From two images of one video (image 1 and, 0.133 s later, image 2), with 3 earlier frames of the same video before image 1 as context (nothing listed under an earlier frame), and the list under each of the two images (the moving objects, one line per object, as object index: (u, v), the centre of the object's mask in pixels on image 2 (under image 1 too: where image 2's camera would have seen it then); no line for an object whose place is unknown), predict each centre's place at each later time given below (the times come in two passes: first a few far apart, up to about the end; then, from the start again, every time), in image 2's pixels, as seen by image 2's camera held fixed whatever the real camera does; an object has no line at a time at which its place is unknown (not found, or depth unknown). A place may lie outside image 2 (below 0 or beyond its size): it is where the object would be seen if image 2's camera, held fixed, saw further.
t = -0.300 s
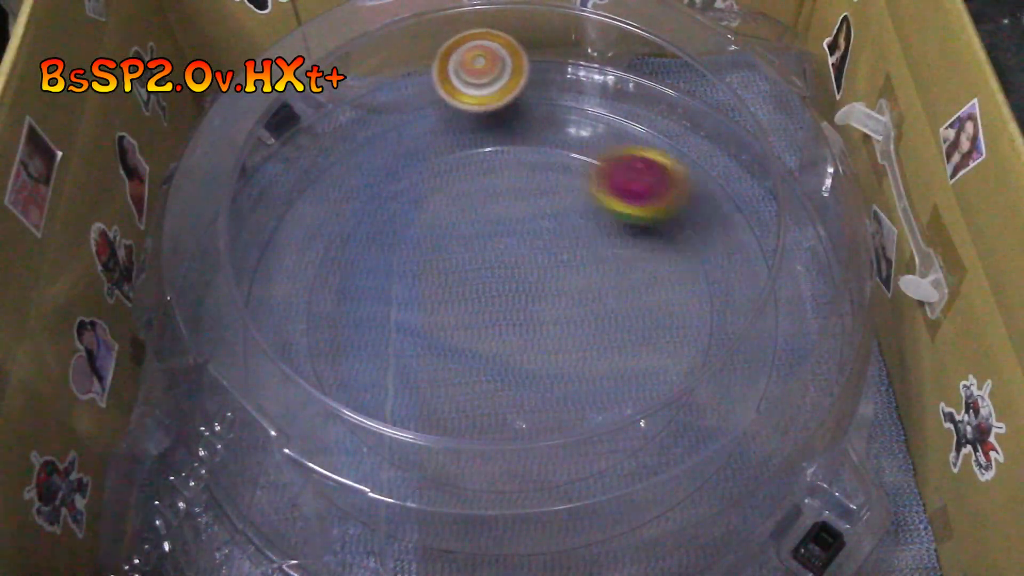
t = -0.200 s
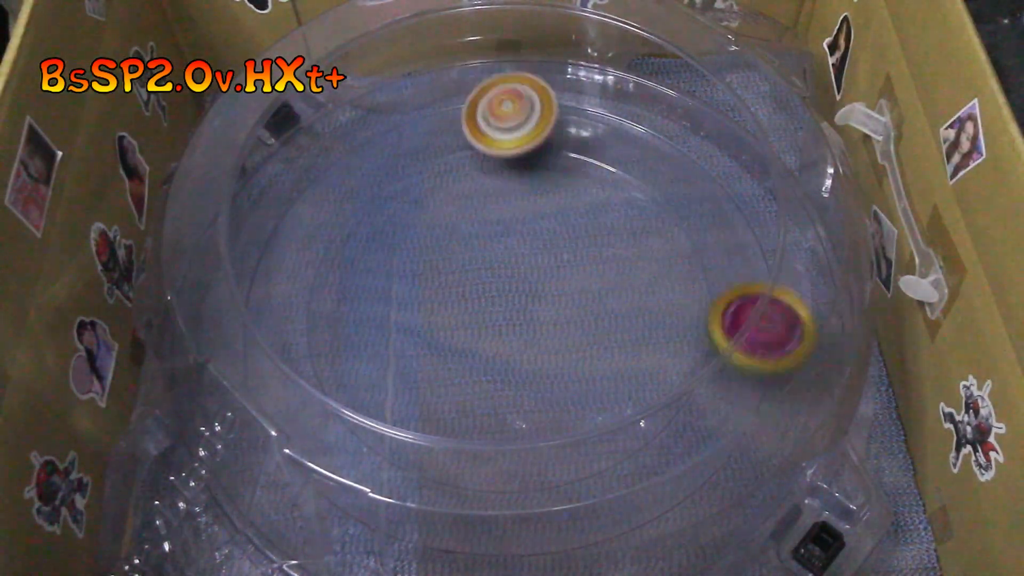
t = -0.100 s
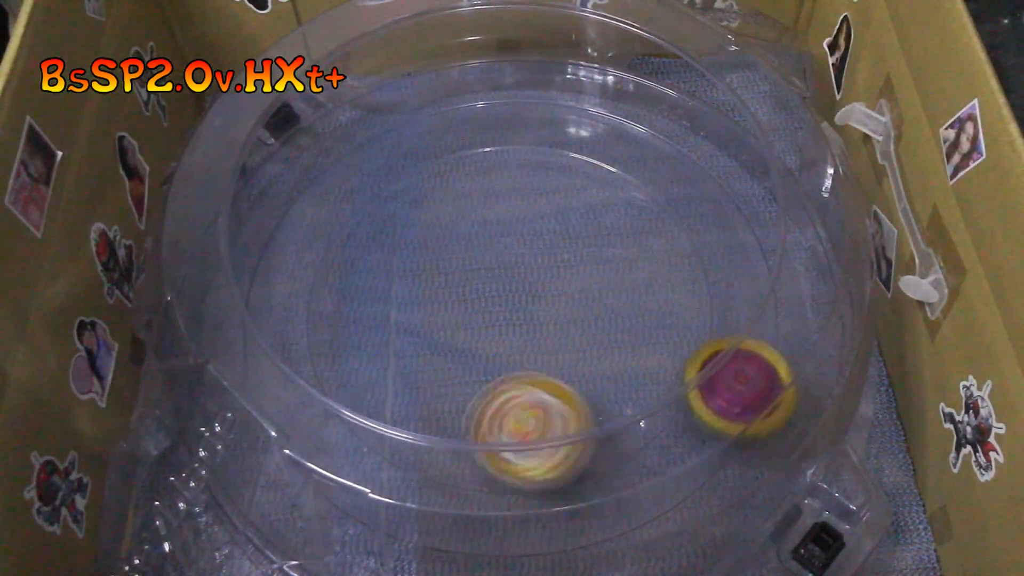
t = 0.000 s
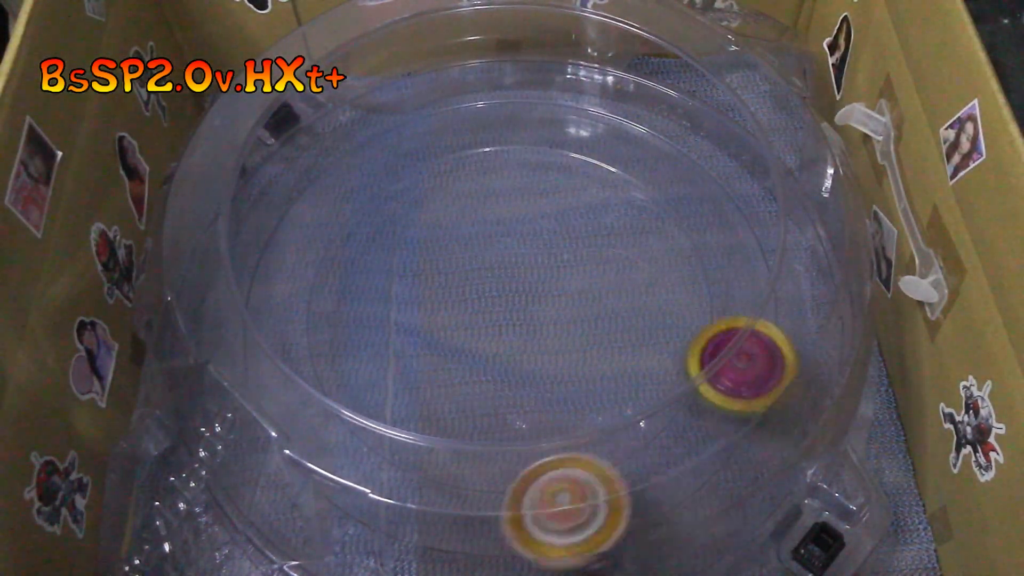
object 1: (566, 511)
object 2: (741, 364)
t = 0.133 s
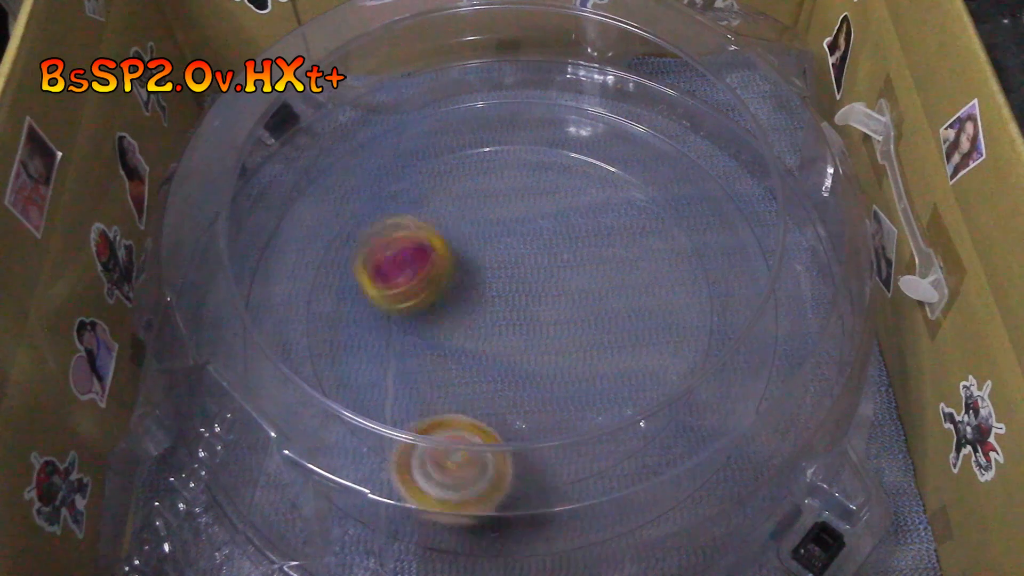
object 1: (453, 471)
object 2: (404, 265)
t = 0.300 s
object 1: (414, 174)
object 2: (525, 92)
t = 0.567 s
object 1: (502, 341)
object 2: (344, 329)
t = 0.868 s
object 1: (491, 286)
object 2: (760, 346)
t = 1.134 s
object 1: (518, 318)
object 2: (426, 221)
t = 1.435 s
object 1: (516, 281)
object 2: (632, 271)
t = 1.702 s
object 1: (427, 260)
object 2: (386, 380)
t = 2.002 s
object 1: (616, 198)
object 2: (518, 320)
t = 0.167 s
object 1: (463, 405)
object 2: (390, 139)
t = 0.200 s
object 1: (500, 331)
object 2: (459, 101)
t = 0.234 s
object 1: (498, 223)
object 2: (508, 97)
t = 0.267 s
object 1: (446, 162)
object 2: (515, 95)
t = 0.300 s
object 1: (414, 174)
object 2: (525, 92)
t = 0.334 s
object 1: (434, 237)
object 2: (523, 97)
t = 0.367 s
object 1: (481, 291)
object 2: (518, 102)
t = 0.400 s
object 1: (560, 302)
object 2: (517, 112)
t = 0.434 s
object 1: (615, 261)
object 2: (519, 126)
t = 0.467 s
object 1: (623, 258)
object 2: (546, 190)
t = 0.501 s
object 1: (633, 320)
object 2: (505, 308)
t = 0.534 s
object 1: (583, 350)
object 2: (395, 367)
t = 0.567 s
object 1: (502, 341)
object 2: (344, 329)
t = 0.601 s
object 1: (450, 311)
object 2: (360, 255)
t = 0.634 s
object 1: (458, 306)
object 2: (512, 217)
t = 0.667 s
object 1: (489, 326)
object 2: (655, 312)
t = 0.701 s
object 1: (501, 338)
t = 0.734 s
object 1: (498, 334)
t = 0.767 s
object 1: (492, 325)
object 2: (333, 250)
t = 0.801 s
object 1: (488, 312)
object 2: (492, 138)
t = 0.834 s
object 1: (488, 300)
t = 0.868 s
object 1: (491, 286)
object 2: (760, 346)
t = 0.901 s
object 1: (497, 278)
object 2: (717, 434)
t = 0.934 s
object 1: (504, 275)
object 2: (686, 460)
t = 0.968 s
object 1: (513, 276)
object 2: (661, 475)
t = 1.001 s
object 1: (521, 281)
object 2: (629, 484)
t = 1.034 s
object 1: (527, 290)
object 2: (584, 485)
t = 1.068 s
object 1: (528, 300)
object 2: (525, 470)
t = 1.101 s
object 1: (526, 310)
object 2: (420, 387)
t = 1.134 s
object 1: (518, 318)
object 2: (426, 221)
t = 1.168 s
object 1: (508, 322)
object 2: (566, 131)
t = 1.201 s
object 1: (497, 323)
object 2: (661, 132)
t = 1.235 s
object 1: (489, 318)
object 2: (680, 143)
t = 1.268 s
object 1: (483, 310)
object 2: (682, 146)
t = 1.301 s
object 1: (483, 300)
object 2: (680, 149)
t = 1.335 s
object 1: (487, 290)
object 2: (678, 155)
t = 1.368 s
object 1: (495, 284)
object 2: (674, 165)
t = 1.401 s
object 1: (505, 281)
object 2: (670, 184)
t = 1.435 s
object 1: (516, 281)
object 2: (632, 271)
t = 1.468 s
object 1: (489, 277)
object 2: (524, 390)
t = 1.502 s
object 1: (500, 295)
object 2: (384, 357)
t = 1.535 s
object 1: (519, 317)
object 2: (391, 244)
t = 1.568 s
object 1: (531, 328)
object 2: (532, 207)
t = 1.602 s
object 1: (522, 336)
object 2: (645, 300)
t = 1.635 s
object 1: (505, 338)
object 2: (583, 405)
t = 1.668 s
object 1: (467, 283)
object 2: (458, 442)
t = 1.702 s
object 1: (427, 260)
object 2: (386, 380)
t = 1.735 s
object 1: (441, 221)
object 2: (420, 308)
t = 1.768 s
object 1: (491, 158)
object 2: (546, 308)
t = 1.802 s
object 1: (524, 111)
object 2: (588, 372)
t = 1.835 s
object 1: (530, 81)
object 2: (553, 385)
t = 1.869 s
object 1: (527, 98)
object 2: (502, 351)
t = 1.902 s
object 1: (544, 117)
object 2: (507, 263)
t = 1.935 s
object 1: (592, 130)
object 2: (575, 241)
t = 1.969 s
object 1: (630, 156)
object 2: (584, 276)
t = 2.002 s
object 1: (616, 198)
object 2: (518, 320)
